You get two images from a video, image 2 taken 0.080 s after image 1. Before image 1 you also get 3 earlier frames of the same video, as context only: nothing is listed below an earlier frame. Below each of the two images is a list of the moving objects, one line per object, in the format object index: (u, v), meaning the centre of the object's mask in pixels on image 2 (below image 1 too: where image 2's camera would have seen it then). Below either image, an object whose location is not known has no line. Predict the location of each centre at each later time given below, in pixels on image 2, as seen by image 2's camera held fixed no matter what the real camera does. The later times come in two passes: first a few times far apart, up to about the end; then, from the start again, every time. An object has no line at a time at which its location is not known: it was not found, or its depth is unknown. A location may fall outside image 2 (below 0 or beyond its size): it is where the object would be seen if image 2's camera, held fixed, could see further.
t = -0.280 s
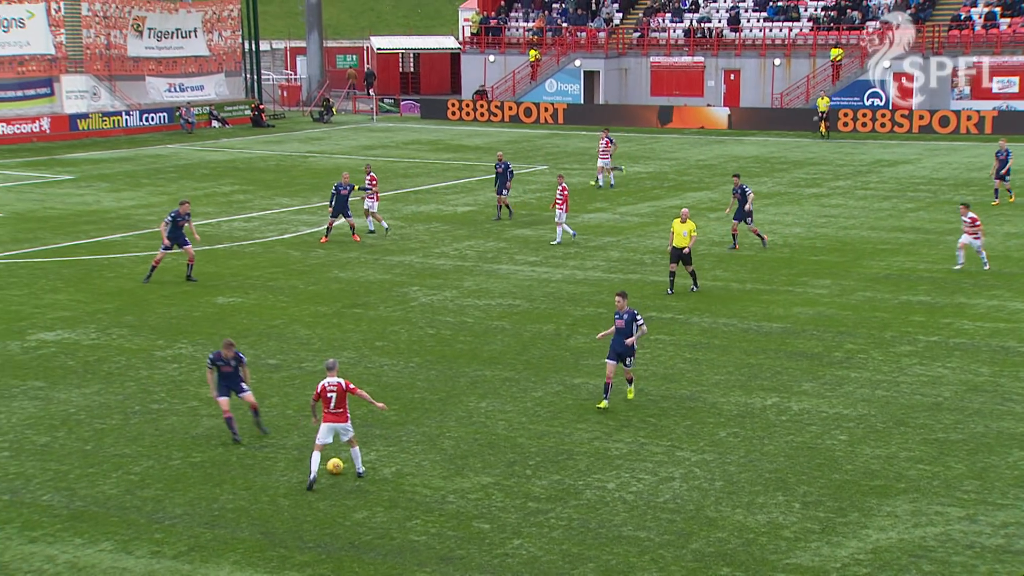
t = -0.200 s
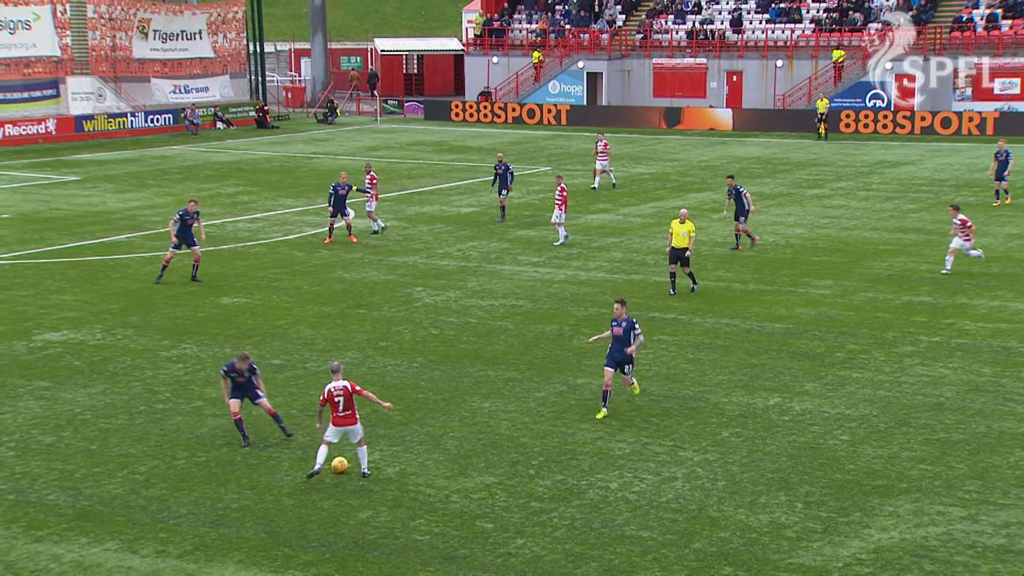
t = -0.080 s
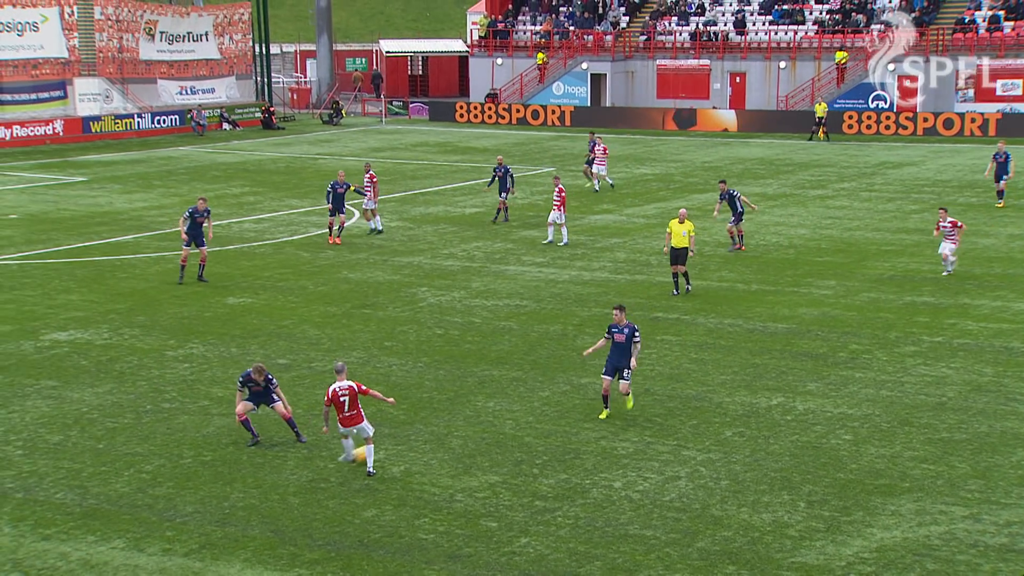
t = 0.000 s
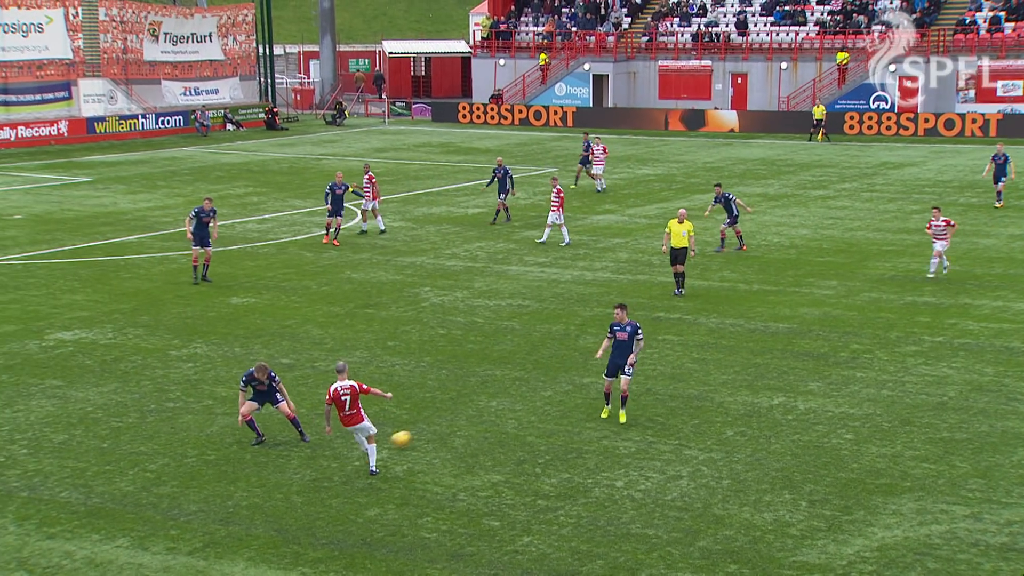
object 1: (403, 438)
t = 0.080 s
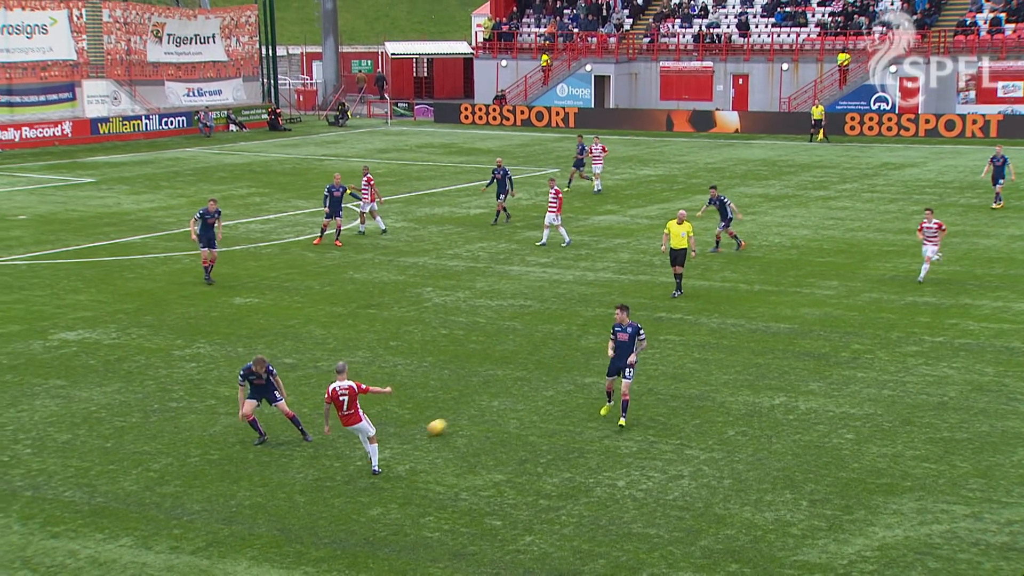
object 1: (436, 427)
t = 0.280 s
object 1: (503, 401)
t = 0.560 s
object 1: (571, 371)
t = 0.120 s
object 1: (451, 420)
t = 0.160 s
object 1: (465, 413)
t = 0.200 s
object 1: (478, 409)
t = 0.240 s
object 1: (491, 405)
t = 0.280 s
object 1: (503, 401)
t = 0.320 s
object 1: (515, 395)
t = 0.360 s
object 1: (526, 391)
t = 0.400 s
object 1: (536, 387)
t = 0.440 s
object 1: (546, 385)
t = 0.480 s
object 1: (555, 380)
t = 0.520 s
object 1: (563, 375)
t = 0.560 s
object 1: (571, 371)
